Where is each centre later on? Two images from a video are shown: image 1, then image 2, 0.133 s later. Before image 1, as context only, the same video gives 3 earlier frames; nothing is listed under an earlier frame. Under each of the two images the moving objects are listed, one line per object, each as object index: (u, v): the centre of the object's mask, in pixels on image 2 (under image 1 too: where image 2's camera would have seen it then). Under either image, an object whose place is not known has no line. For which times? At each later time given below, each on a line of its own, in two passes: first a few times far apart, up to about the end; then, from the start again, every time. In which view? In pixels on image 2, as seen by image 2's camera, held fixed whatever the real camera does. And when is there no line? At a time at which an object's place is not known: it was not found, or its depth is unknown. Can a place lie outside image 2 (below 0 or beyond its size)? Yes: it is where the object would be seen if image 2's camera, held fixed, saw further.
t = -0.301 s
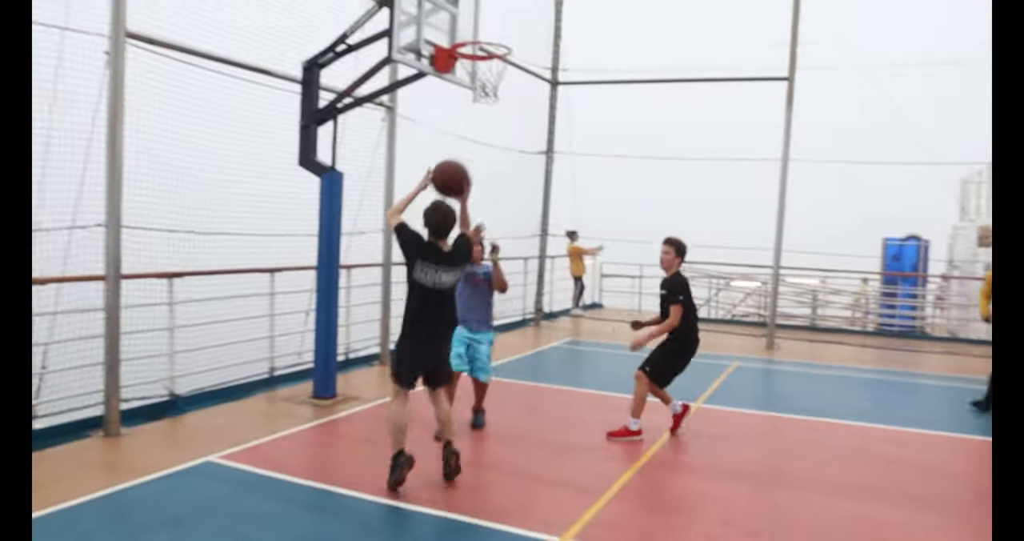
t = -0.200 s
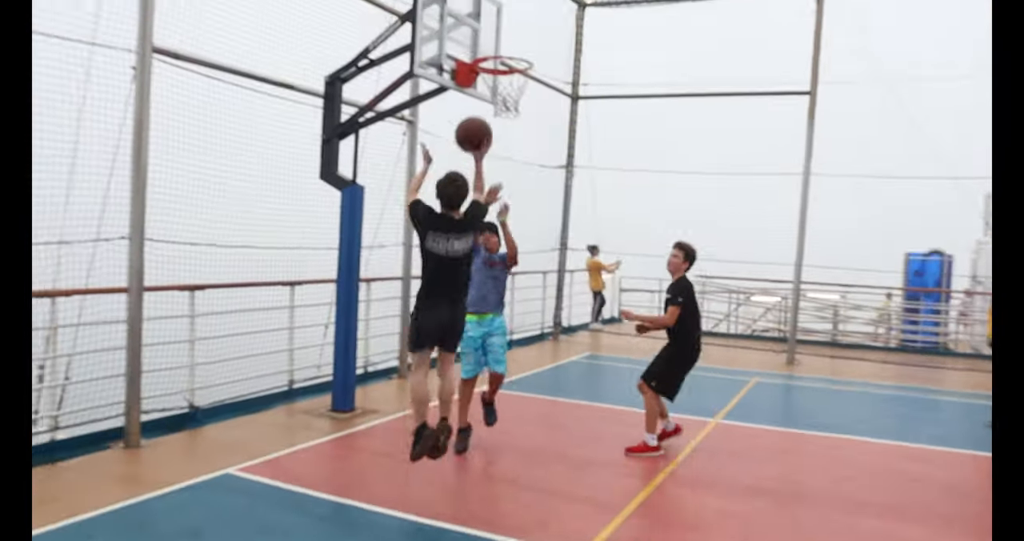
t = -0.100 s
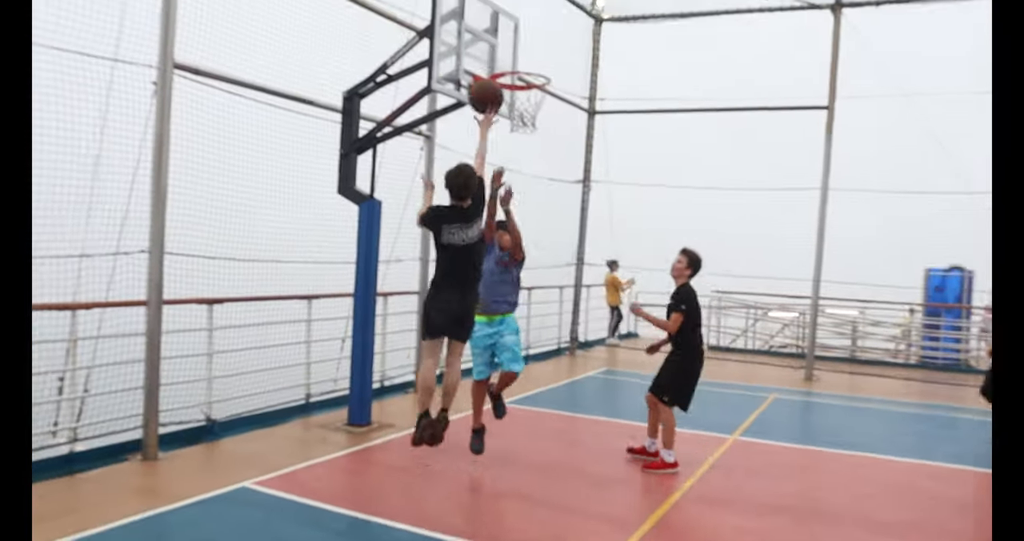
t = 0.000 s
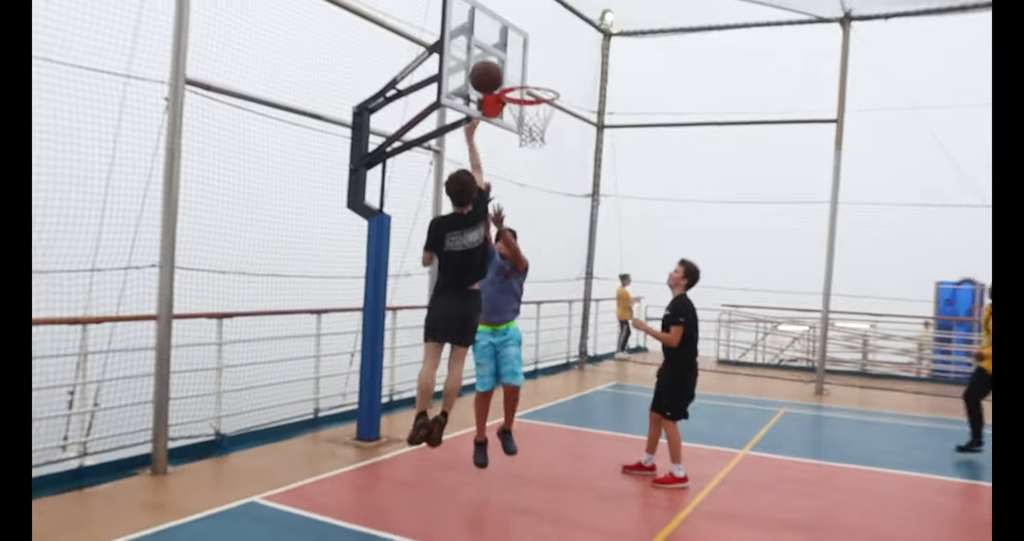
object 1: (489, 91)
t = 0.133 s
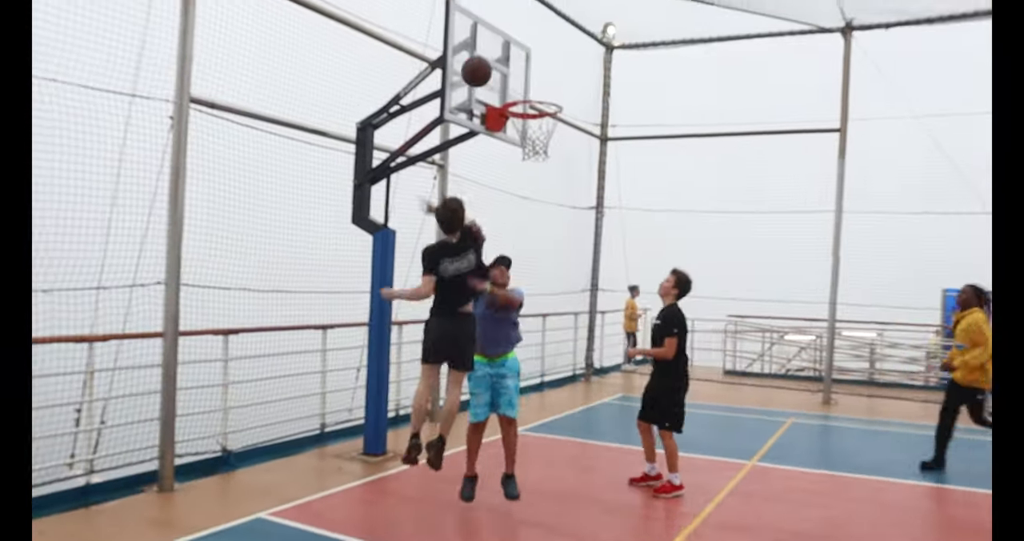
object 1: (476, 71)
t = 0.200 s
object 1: (487, 71)
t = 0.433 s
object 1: (539, 79)
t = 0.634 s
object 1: (573, 94)
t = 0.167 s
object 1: (477, 70)
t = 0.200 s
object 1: (487, 71)
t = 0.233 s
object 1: (496, 73)
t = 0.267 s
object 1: (506, 77)
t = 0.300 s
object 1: (515, 82)
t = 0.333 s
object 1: (523, 86)
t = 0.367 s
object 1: (528, 82)
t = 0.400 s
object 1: (534, 79)
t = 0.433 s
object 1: (539, 79)
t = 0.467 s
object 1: (544, 79)
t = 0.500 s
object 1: (549, 81)
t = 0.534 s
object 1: (555, 84)
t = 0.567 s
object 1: (560, 89)
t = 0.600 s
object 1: (566, 91)
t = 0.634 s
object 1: (573, 94)
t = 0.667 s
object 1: (580, 98)
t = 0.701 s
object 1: (586, 104)
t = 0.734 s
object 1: (593, 111)
